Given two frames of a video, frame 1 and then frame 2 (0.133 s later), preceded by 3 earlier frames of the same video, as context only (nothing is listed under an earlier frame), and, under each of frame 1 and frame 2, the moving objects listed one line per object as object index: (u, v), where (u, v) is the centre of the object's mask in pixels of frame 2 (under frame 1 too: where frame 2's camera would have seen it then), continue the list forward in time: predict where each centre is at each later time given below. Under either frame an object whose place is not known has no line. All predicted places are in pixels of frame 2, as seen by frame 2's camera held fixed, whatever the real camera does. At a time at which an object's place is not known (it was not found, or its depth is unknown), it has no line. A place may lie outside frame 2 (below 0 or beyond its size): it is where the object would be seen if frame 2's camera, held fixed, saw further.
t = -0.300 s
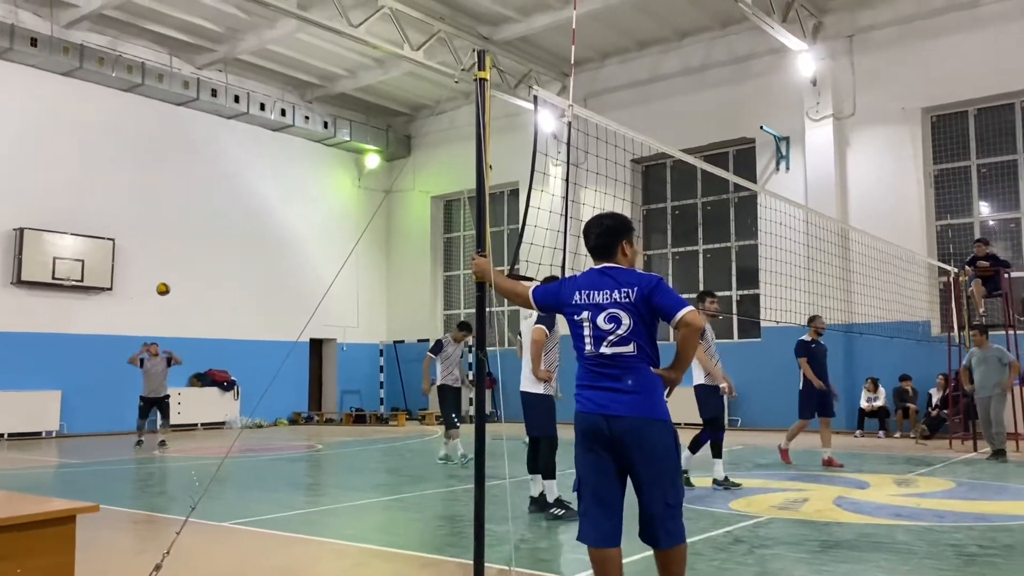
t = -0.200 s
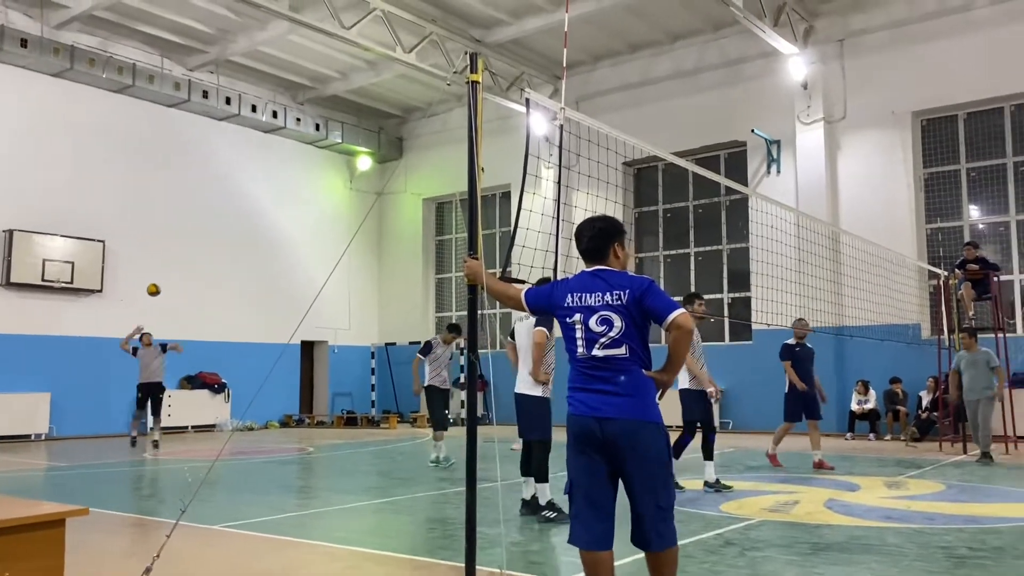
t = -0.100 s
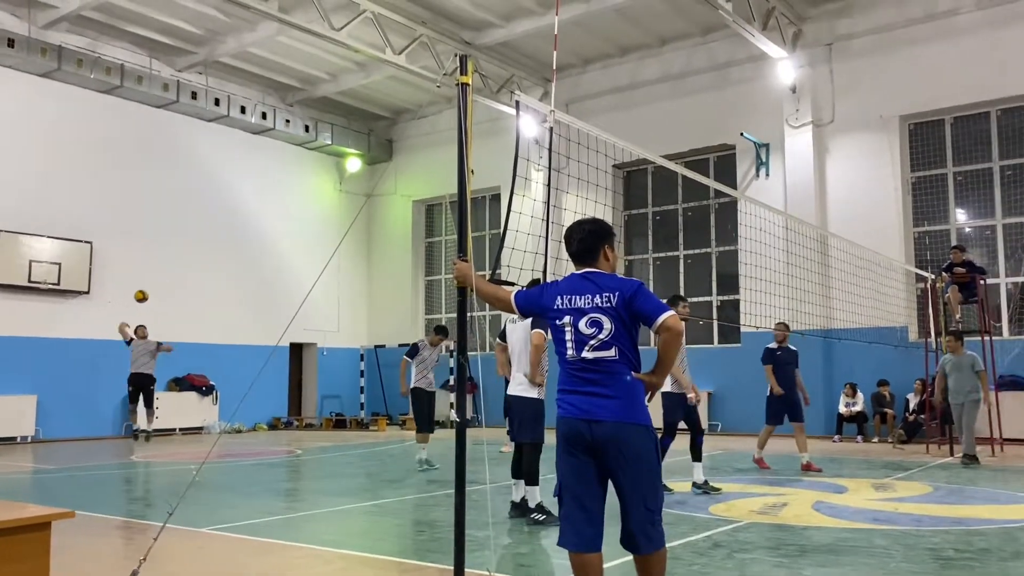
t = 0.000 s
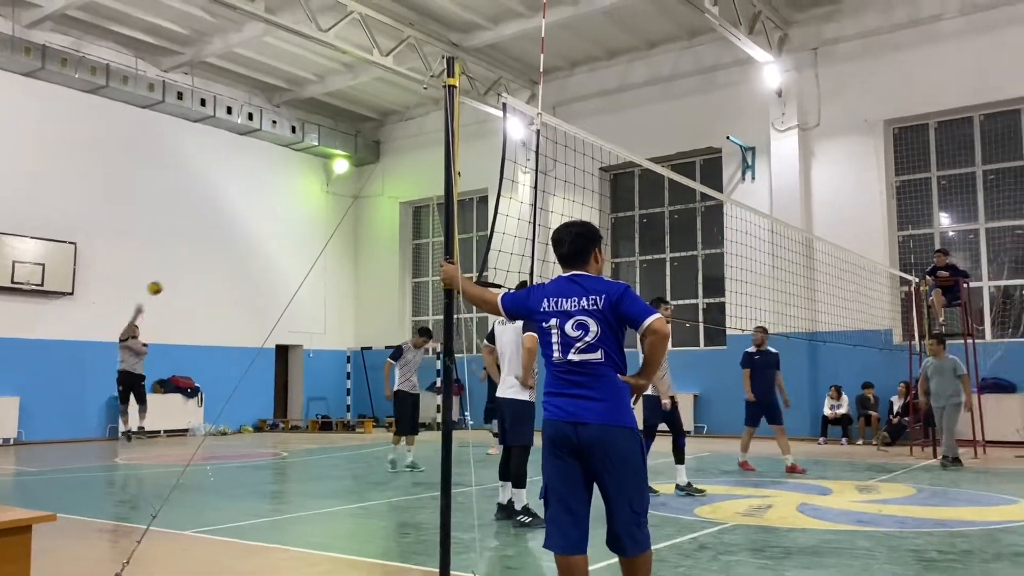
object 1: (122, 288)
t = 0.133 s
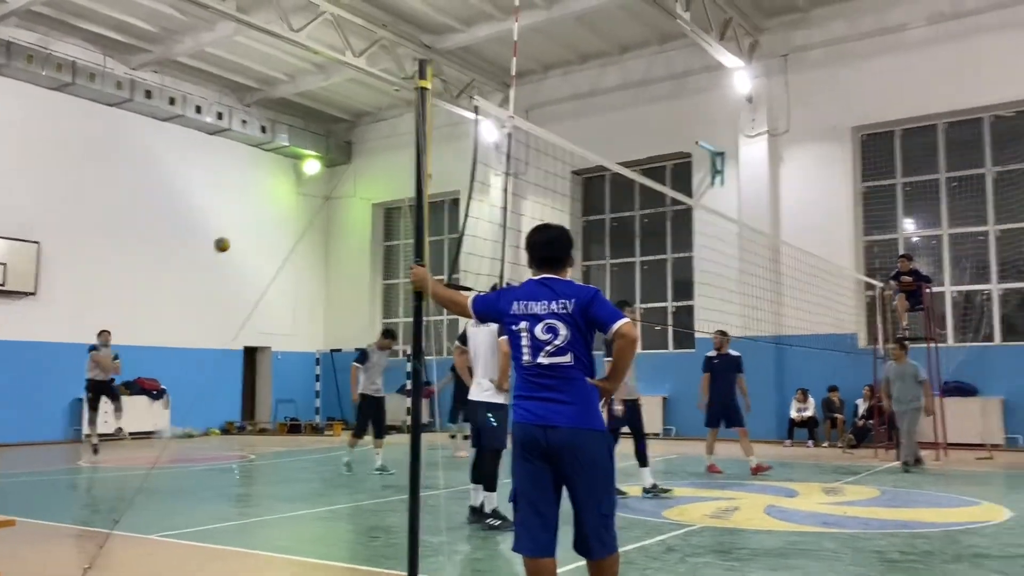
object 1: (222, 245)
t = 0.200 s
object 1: (277, 226)
